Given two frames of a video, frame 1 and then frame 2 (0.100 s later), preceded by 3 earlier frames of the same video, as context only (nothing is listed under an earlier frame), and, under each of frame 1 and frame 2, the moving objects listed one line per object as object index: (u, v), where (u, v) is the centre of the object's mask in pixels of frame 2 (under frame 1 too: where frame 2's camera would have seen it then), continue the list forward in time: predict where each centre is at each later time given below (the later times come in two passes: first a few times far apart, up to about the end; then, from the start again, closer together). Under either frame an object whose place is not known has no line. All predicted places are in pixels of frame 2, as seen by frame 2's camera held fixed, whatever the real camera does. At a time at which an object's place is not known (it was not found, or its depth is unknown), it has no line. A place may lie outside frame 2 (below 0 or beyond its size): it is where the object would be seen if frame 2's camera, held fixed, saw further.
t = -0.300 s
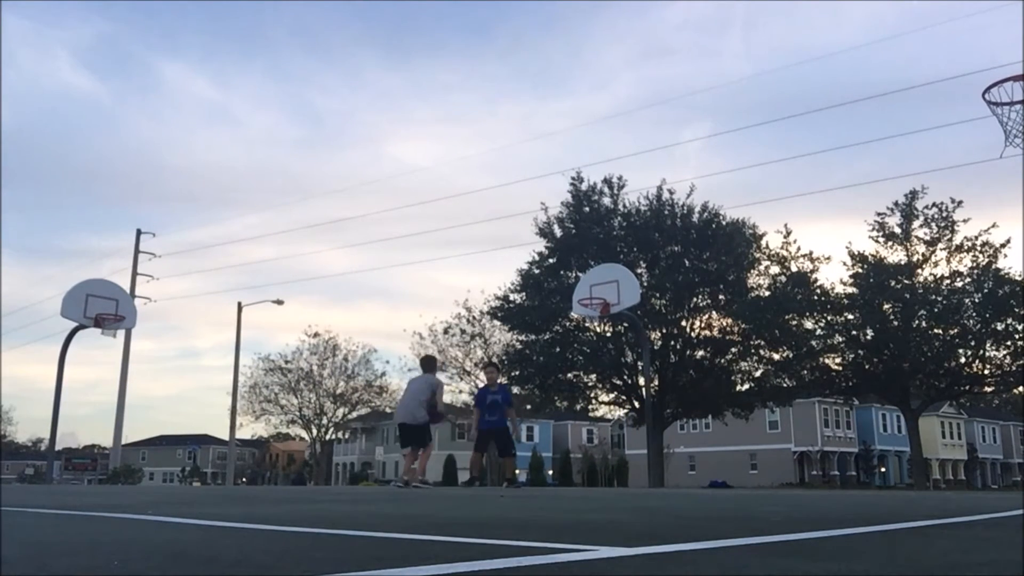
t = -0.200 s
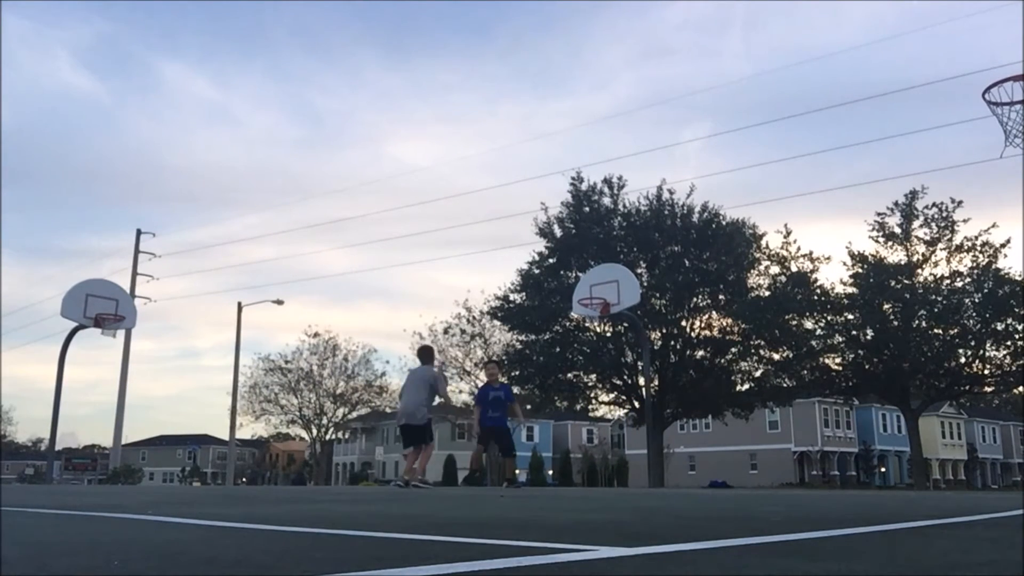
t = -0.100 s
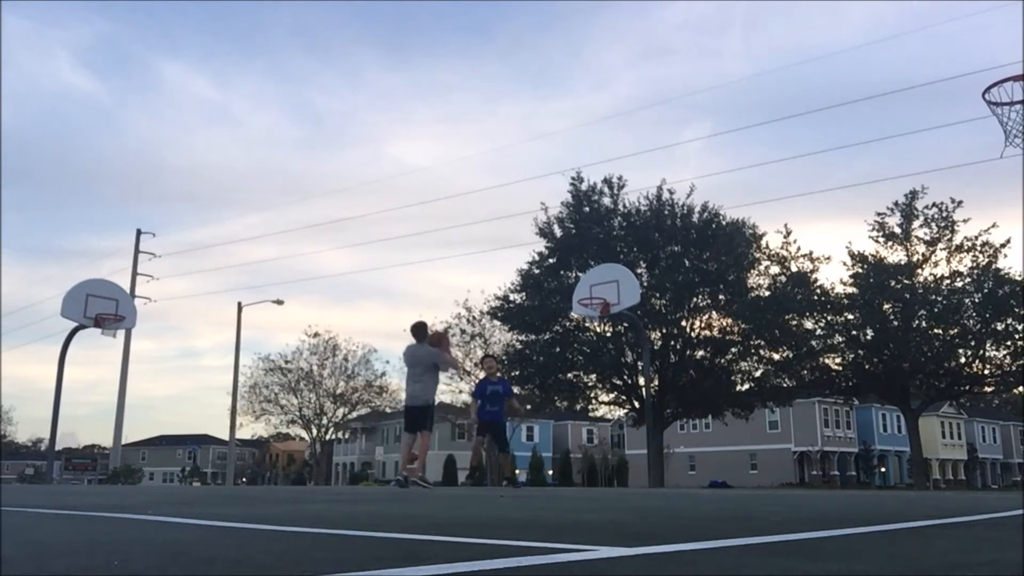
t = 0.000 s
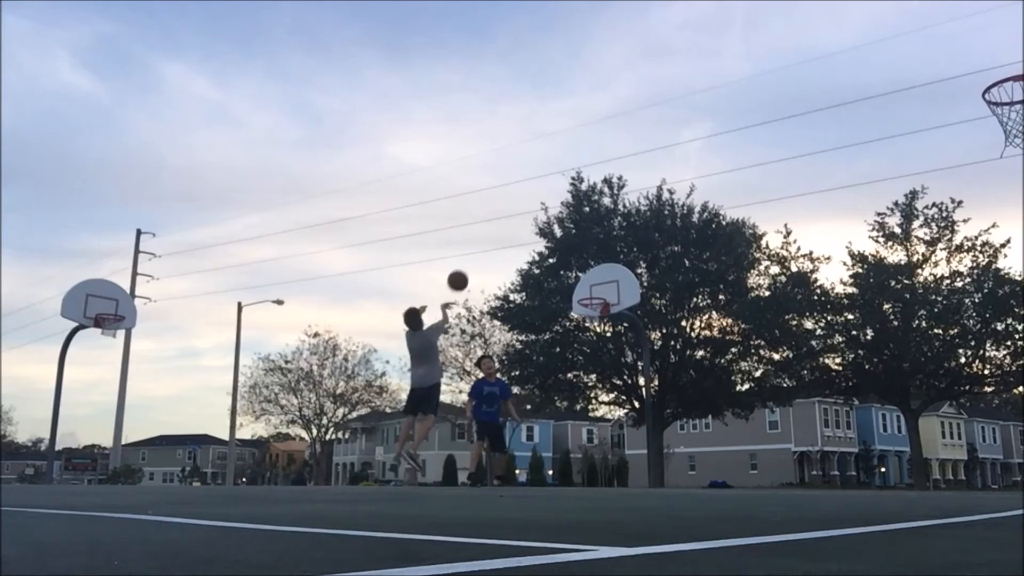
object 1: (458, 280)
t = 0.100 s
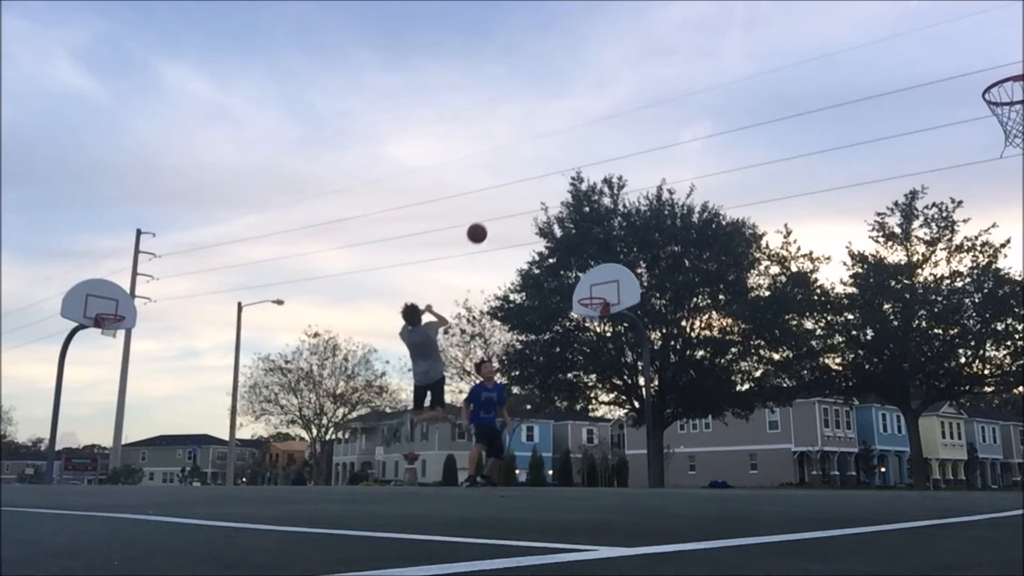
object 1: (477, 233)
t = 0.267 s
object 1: (504, 183)
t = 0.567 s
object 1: (543, 157)
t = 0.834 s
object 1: (570, 181)
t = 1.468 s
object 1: (596, 317)
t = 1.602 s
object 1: (610, 332)
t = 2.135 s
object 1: (666, 455)
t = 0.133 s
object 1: (483, 220)
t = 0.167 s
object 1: (488, 209)
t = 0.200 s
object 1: (494, 199)
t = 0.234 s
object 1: (499, 190)
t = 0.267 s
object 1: (504, 183)
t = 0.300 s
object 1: (509, 176)
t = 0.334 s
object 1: (514, 171)
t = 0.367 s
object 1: (518, 166)
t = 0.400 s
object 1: (523, 162)
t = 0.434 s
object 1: (527, 160)
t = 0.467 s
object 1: (531, 158)
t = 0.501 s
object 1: (535, 157)
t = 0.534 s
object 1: (539, 156)
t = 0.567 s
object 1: (543, 157)
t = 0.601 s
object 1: (547, 158)
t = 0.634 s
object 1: (550, 159)
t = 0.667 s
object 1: (554, 162)
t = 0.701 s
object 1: (557, 164)
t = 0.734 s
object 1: (560, 168)
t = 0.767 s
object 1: (564, 172)
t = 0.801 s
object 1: (567, 176)
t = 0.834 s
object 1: (570, 181)
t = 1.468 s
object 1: (596, 317)
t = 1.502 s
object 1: (600, 320)
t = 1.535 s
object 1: (604, 325)
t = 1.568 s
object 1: (607, 326)
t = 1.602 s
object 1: (610, 332)
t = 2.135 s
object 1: (666, 455)
